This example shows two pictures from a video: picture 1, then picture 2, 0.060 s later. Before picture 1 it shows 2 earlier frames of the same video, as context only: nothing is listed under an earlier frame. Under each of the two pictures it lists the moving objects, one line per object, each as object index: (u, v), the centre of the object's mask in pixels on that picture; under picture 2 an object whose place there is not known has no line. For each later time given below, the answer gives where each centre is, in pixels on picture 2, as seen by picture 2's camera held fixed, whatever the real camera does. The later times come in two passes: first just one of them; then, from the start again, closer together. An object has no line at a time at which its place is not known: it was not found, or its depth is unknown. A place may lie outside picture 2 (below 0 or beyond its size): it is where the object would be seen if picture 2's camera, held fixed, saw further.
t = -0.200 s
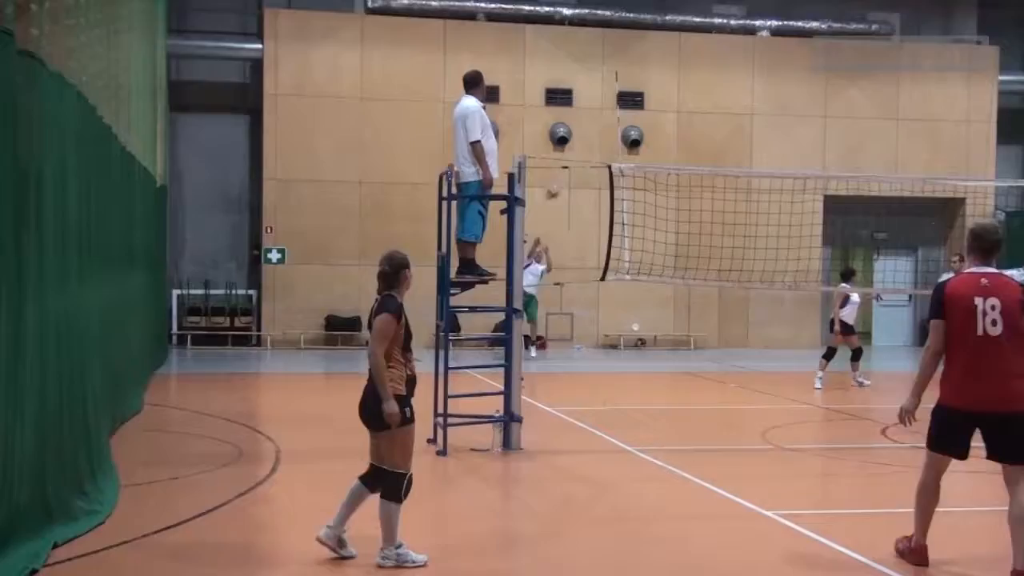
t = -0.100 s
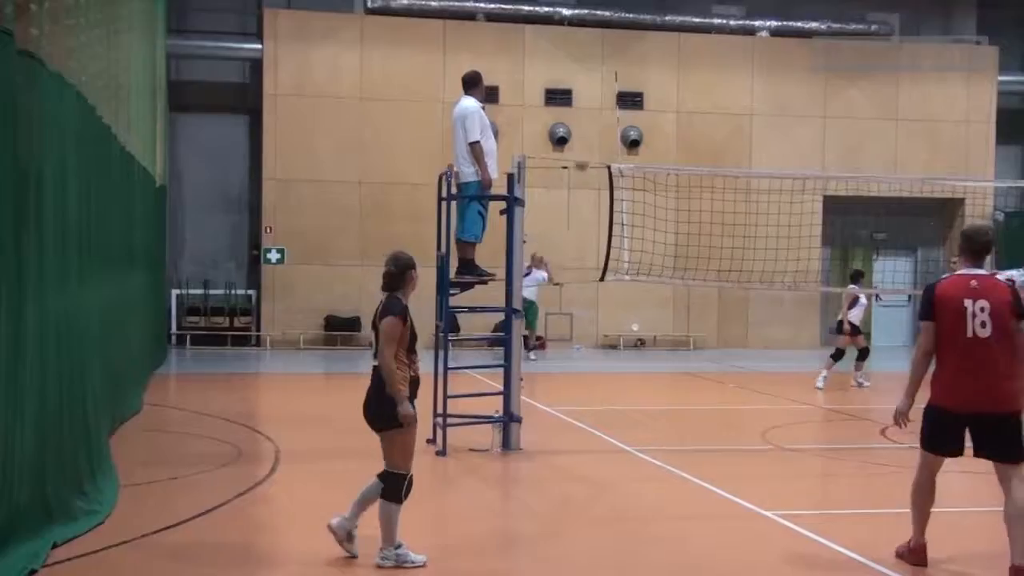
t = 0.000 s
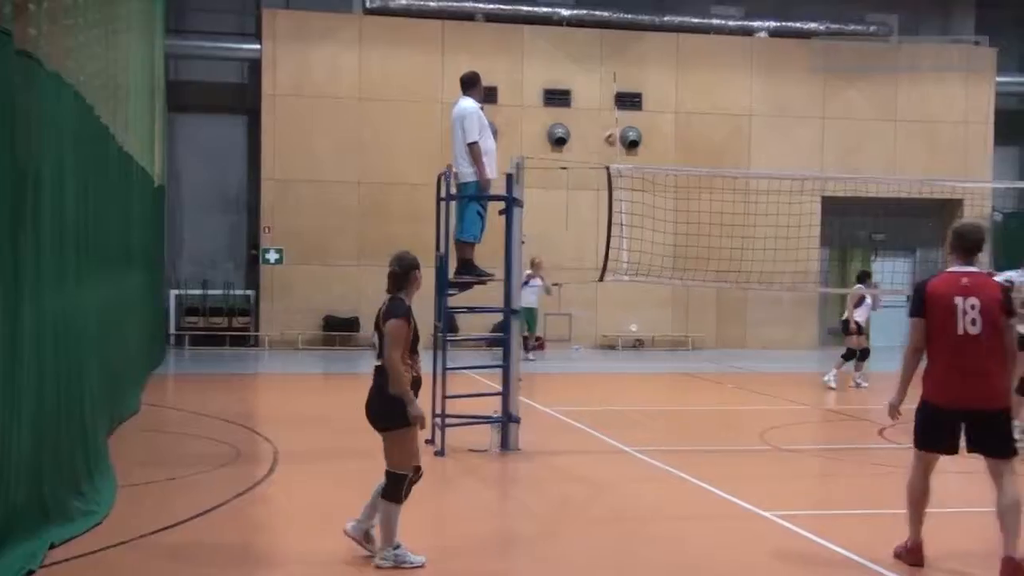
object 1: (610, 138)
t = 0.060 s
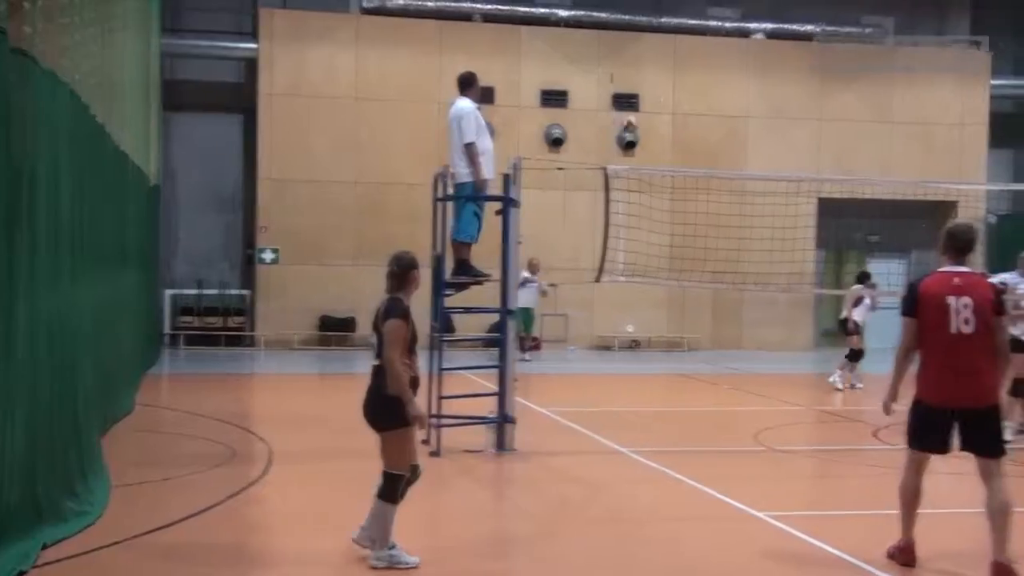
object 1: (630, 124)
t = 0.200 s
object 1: (687, 98)
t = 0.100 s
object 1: (645, 116)
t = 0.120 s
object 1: (653, 113)
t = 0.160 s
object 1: (669, 105)
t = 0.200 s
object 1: (687, 98)
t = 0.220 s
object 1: (696, 95)
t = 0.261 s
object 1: (715, 90)
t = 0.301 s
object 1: (737, 85)
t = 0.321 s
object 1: (748, 83)
